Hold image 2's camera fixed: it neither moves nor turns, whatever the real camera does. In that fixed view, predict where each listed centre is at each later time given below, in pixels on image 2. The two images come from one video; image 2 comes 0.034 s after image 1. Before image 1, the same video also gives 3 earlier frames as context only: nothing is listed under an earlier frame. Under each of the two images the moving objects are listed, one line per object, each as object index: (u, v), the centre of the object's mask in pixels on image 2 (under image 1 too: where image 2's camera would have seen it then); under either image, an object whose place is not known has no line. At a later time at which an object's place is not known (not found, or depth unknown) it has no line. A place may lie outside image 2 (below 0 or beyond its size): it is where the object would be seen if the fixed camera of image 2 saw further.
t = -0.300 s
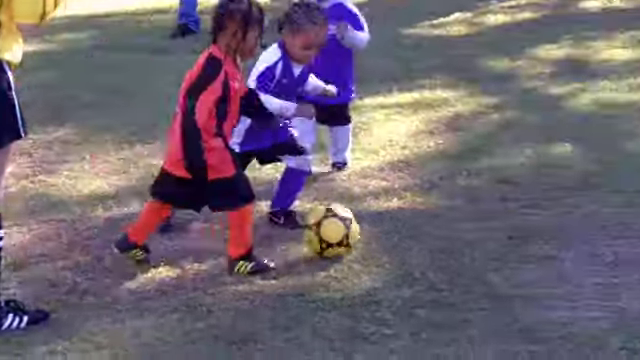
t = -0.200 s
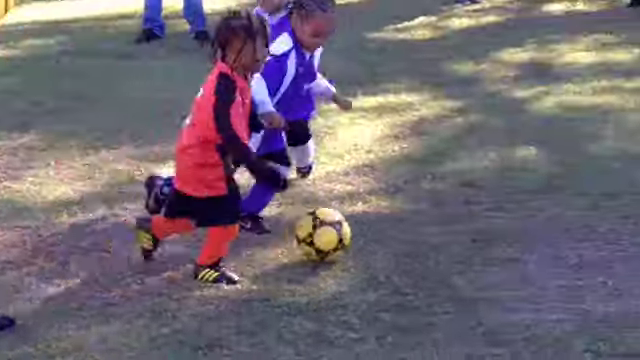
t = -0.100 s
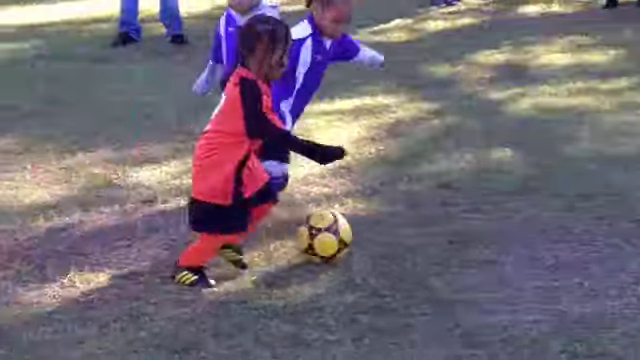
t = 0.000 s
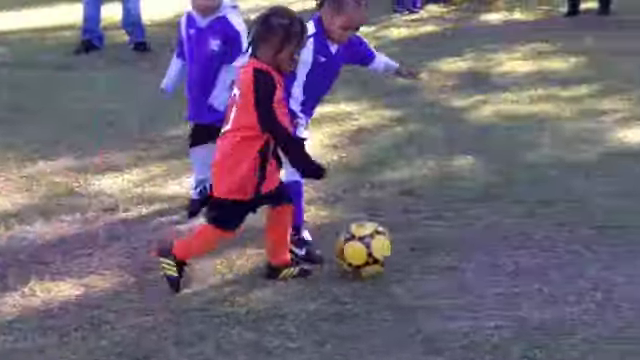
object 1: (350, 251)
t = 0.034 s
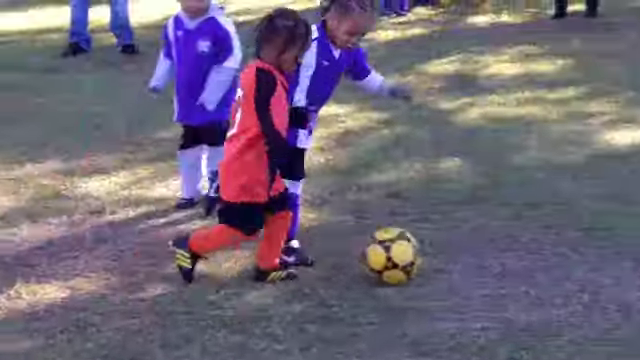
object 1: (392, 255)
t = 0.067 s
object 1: (434, 262)
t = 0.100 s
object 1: (472, 268)
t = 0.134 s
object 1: (510, 271)
